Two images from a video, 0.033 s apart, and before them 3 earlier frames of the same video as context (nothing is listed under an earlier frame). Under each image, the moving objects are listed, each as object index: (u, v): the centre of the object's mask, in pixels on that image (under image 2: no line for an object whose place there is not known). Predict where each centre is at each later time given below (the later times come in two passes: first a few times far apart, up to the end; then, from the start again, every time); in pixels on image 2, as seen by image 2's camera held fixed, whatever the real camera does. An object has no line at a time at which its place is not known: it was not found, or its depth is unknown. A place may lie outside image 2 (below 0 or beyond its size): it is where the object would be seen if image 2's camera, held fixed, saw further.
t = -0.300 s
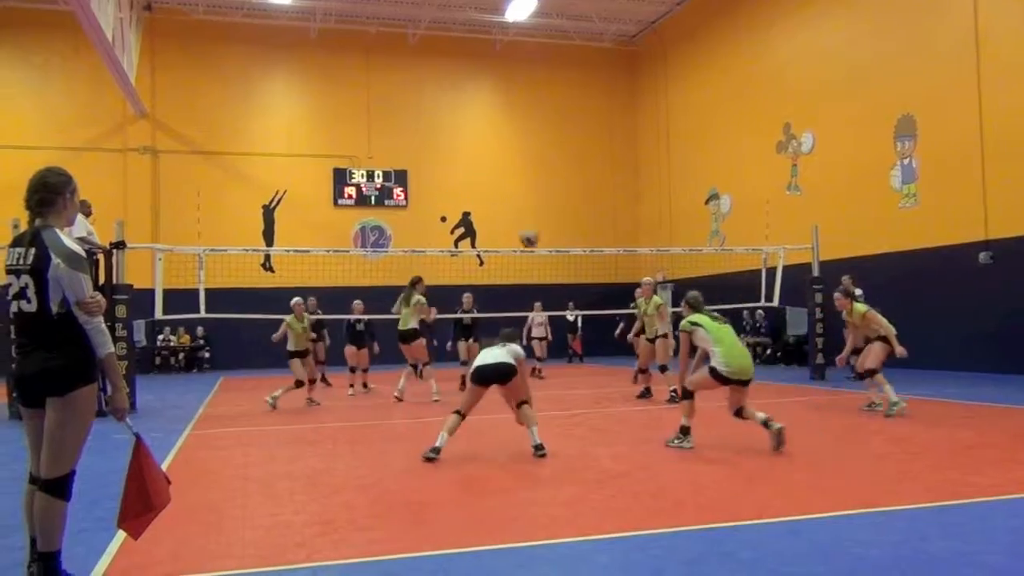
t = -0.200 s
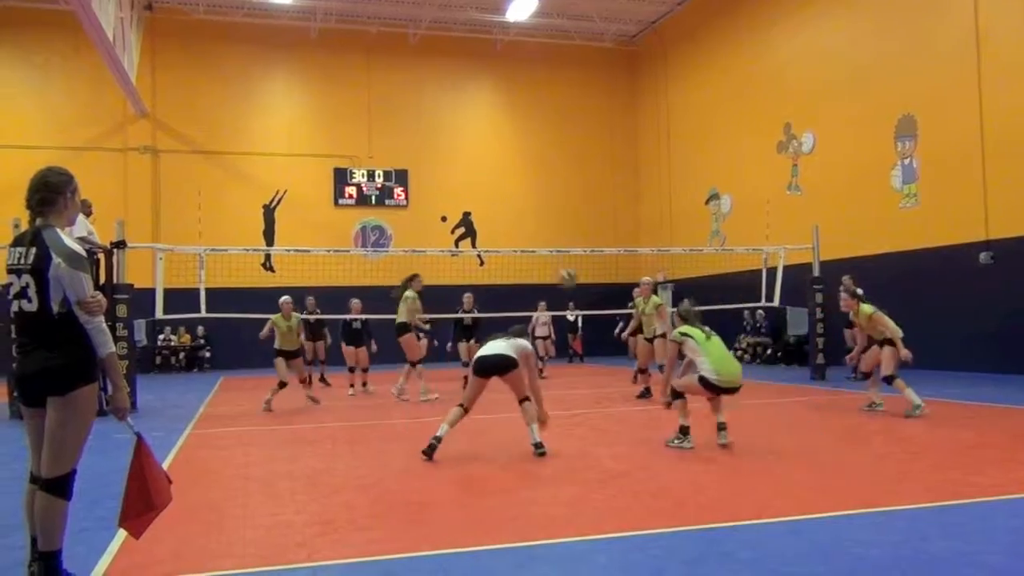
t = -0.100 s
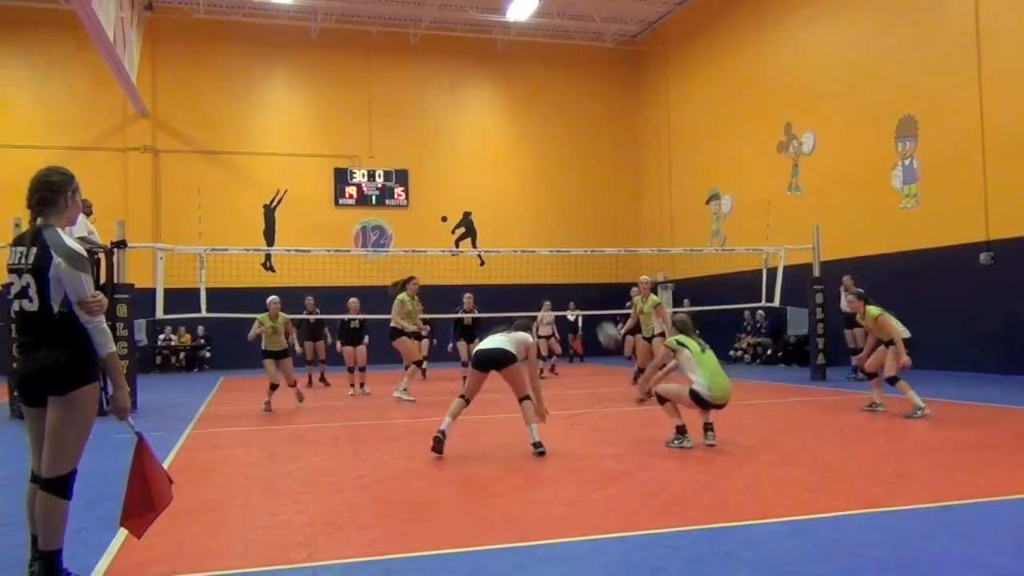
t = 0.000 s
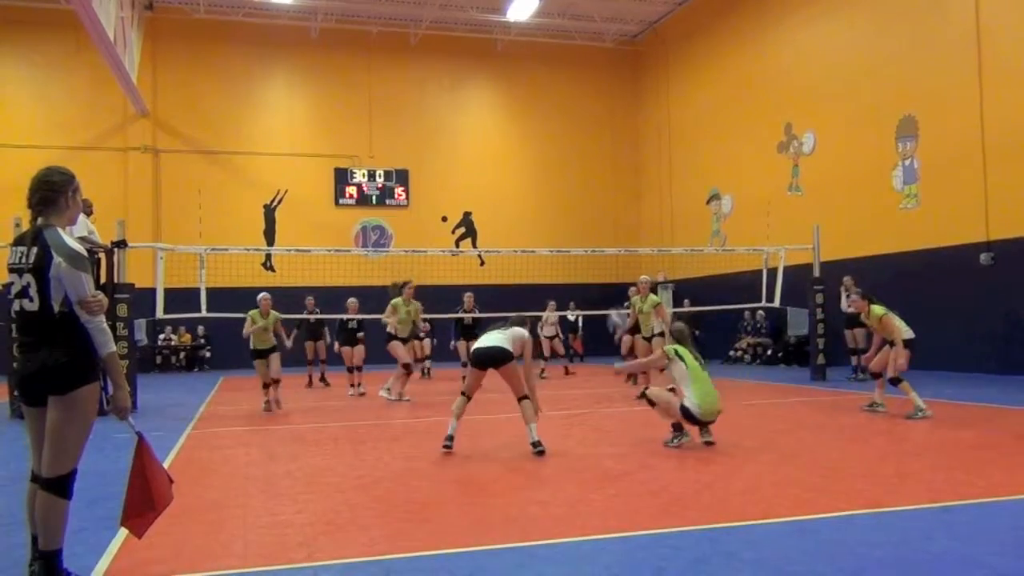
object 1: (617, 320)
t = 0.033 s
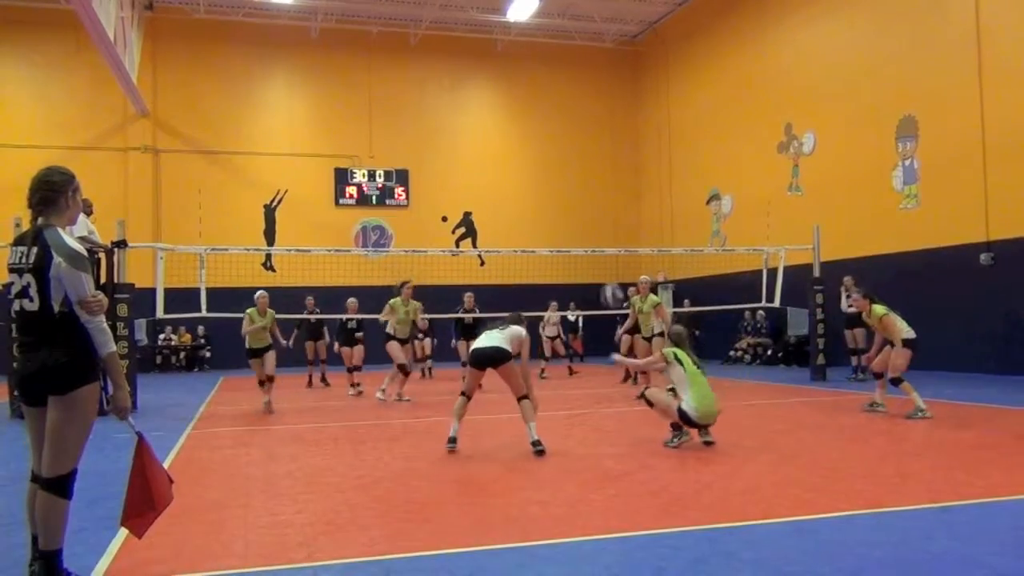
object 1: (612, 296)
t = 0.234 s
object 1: (577, 177)
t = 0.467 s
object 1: (544, 99)
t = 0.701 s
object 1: (518, 76)
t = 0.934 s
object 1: (494, 103)
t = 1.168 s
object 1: (475, 167)
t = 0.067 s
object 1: (606, 271)
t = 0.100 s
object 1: (600, 250)
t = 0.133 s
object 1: (594, 230)
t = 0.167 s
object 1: (589, 212)
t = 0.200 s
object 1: (583, 194)
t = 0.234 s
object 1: (577, 177)
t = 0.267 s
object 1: (572, 163)
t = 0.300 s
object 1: (567, 148)
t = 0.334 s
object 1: (562, 137)
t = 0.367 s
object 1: (557, 126)
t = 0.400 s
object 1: (553, 116)
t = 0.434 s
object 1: (549, 107)
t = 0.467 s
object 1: (544, 99)
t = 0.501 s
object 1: (540, 94)
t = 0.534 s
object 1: (536, 88)
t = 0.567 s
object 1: (532, 85)
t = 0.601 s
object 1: (529, 82)
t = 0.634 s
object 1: (524, 79)
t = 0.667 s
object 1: (521, 79)
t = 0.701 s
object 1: (518, 76)
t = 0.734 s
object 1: (514, 79)
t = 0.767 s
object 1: (509, 81)
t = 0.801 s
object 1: (507, 83)
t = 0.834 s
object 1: (504, 86)
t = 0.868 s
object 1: (501, 91)
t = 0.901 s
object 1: (497, 96)
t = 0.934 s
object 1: (494, 103)
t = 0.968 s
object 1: (491, 109)
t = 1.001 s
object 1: (488, 118)
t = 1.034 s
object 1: (486, 126)
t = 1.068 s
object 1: (483, 135)
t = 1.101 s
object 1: (480, 145)
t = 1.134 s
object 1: (477, 156)
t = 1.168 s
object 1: (475, 167)
